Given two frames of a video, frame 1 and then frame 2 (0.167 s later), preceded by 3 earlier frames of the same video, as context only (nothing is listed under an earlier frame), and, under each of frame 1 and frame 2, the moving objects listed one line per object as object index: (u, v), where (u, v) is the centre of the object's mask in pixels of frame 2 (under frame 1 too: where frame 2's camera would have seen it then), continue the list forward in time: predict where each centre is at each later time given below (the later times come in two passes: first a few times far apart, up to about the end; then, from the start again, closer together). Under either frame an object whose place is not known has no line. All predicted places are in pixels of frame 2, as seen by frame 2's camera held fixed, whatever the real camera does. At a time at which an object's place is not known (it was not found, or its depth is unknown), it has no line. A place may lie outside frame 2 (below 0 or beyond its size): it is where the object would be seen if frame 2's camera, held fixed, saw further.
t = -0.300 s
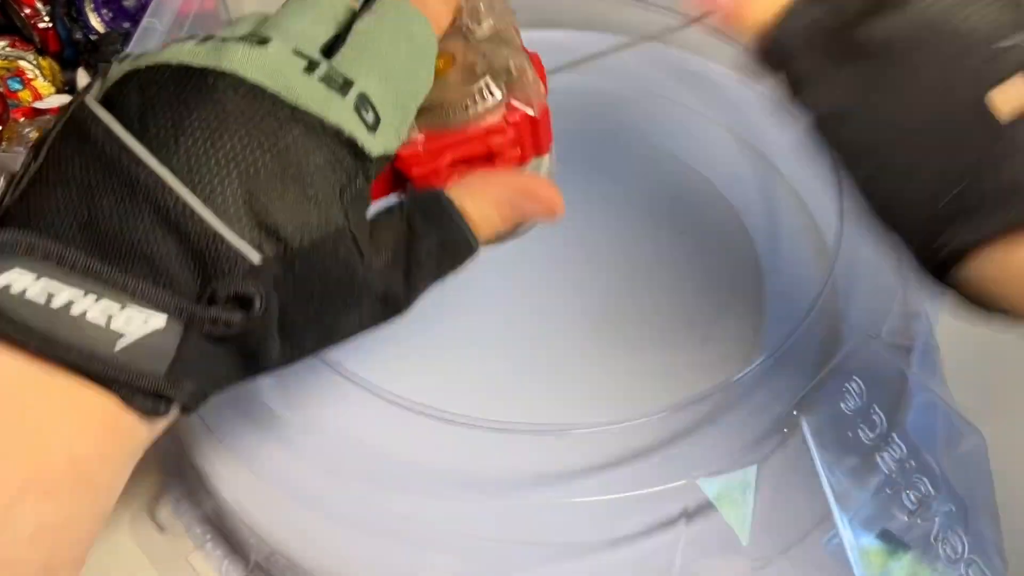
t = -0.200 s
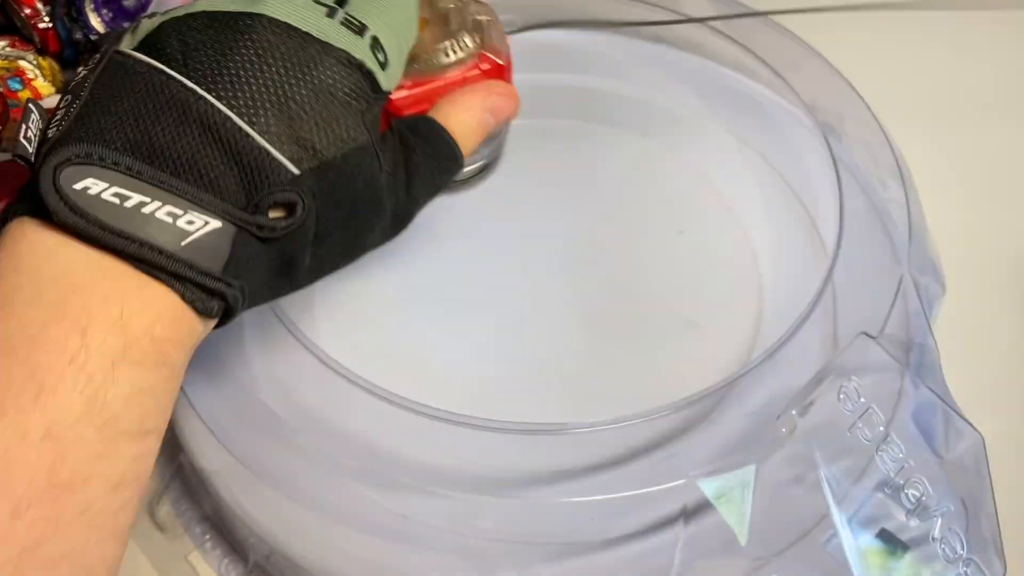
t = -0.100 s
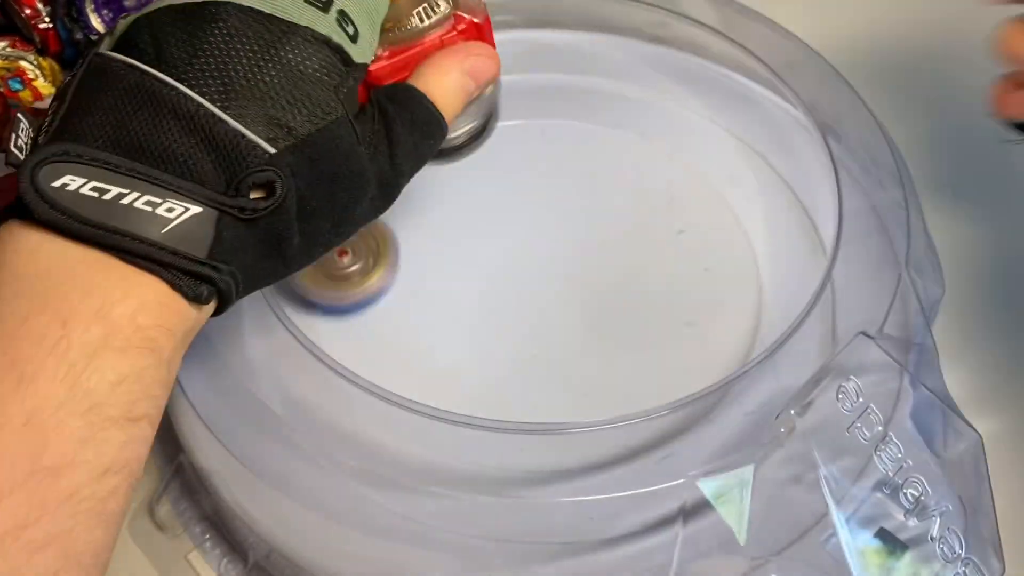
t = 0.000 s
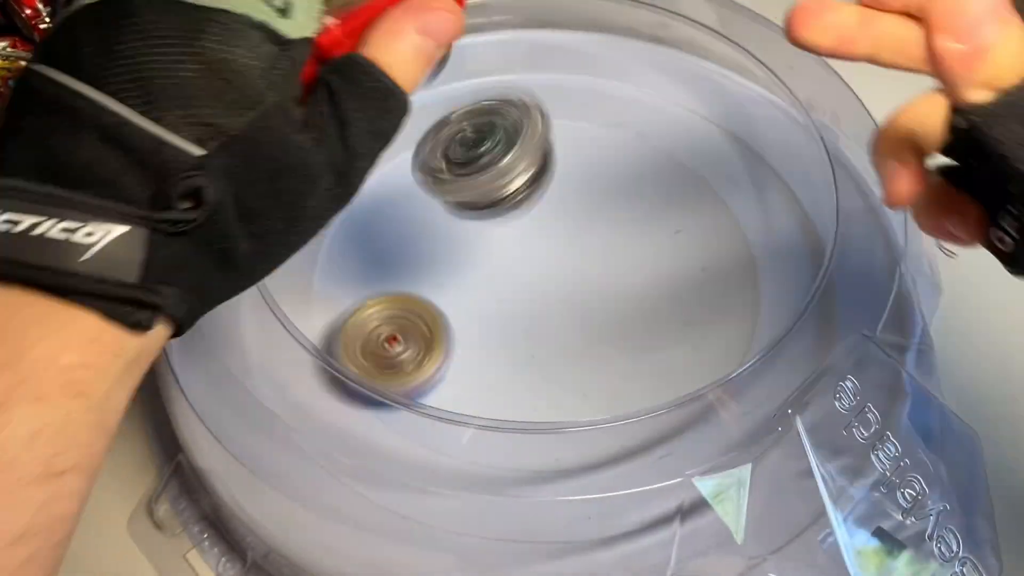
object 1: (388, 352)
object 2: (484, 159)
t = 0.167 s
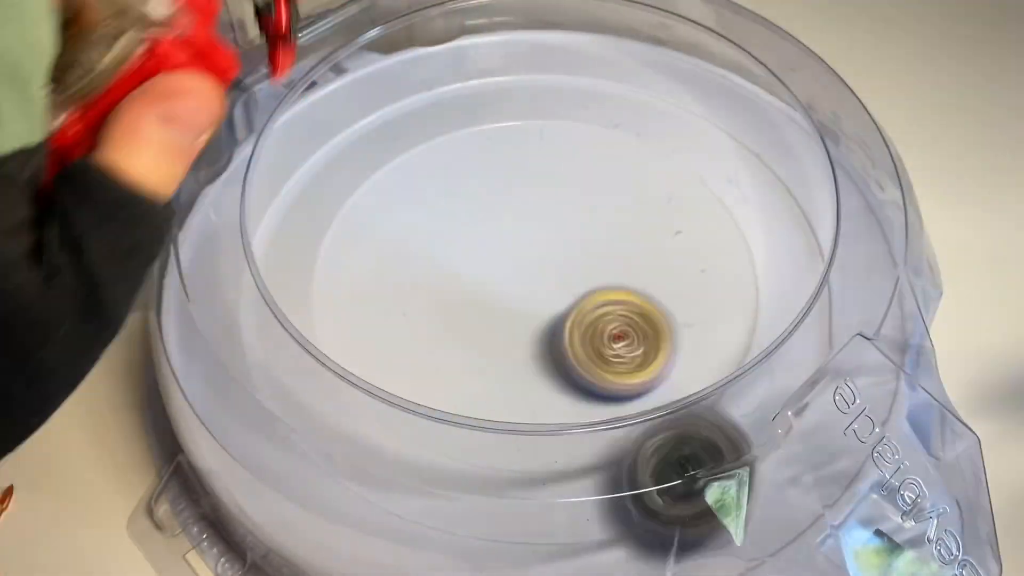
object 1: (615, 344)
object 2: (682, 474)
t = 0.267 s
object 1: (721, 243)
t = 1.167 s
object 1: (794, 139)
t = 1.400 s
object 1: (823, 191)
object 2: (378, 296)
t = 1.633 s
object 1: (778, 235)
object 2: (559, 284)
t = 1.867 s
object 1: (699, 275)
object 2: (607, 197)
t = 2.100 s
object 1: (562, 263)
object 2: (442, 149)
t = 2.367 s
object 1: (443, 343)
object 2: (374, 233)
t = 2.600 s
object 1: (572, 425)
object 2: (579, 282)
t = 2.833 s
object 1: (656, 299)
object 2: (675, 178)
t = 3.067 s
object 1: (435, 206)
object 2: (626, 47)
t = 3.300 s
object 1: (288, 299)
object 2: (576, 117)
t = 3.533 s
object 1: (287, 351)
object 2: (497, 331)
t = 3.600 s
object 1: (291, 351)
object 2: (493, 360)
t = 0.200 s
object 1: (665, 311)
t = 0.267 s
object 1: (721, 243)
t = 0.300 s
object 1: (740, 210)
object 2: (832, 413)
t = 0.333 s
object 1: (752, 179)
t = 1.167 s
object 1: (794, 139)
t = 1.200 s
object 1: (800, 147)
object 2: (362, 266)
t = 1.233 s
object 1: (807, 155)
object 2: (349, 277)
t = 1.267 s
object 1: (811, 163)
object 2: (340, 293)
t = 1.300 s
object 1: (815, 169)
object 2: (342, 287)
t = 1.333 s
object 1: (817, 176)
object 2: (348, 296)
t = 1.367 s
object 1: (821, 185)
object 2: (359, 304)
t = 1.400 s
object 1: (823, 191)
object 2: (378, 296)
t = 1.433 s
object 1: (823, 199)
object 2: (399, 299)
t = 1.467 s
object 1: (822, 206)
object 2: (423, 314)
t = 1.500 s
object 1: (815, 212)
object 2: (450, 307)
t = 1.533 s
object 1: (803, 218)
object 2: (477, 307)
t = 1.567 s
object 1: (791, 222)
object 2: (505, 301)
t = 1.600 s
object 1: (783, 228)
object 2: (534, 291)
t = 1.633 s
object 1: (778, 235)
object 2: (559, 284)
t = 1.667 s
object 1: (772, 243)
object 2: (578, 266)
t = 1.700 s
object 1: (767, 252)
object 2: (597, 261)
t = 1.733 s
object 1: (760, 261)
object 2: (611, 243)
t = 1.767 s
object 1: (749, 268)
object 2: (617, 227)
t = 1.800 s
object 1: (732, 271)
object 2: (623, 223)
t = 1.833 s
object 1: (710, 272)
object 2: (626, 223)
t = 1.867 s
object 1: (699, 275)
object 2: (607, 197)
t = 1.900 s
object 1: (685, 280)
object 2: (581, 183)
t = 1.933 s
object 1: (670, 280)
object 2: (559, 177)
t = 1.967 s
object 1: (653, 276)
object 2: (534, 157)
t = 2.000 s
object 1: (633, 272)
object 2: (510, 151)
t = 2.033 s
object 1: (613, 268)
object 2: (486, 158)
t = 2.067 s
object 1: (588, 265)
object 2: (463, 148)
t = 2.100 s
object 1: (562, 263)
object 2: (442, 149)
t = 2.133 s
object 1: (536, 264)
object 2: (422, 161)
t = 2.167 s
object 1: (511, 268)
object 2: (402, 158)
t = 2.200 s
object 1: (489, 275)
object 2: (386, 163)
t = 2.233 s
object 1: (469, 286)
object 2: (372, 177)
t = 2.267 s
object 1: (455, 297)
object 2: (366, 185)
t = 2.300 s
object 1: (445, 311)
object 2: (362, 198)
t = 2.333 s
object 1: (441, 327)
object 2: (364, 217)
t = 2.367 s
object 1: (443, 343)
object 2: (374, 233)
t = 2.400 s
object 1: (451, 359)
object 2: (389, 247)
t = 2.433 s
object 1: (463, 371)
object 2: (414, 265)
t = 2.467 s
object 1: (476, 387)
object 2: (446, 274)
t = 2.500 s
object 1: (495, 402)
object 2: (482, 285)
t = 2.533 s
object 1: (517, 414)
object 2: (517, 288)
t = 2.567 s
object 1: (543, 422)
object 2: (549, 291)
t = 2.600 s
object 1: (572, 425)
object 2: (579, 282)
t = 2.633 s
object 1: (603, 422)
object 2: (604, 281)
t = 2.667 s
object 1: (631, 409)
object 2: (629, 273)
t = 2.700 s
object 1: (654, 390)
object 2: (647, 262)
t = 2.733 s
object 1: (669, 365)
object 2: (662, 249)
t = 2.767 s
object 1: (676, 339)
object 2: (669, 238)
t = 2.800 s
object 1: (670, 318)
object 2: (674, 207)
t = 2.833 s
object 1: (656, 299)
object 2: (675, 178)
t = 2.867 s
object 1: (635, 279)
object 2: (672, 153)
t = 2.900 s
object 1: (607, 259)
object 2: (661, 124)
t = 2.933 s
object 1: (574, 240)
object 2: (652, 109)
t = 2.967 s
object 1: (539, 224)
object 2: (644, 86)
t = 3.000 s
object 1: (504, 212)
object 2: (637, 74)
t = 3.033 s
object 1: (468, 206)
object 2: (631, 56)
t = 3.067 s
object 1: (435, 206)
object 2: (626, 47)
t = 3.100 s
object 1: (407, 212)
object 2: (620, 38)
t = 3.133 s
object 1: (379, 221)
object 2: (613, 48)
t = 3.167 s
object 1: (353, 234)
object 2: (605, 60)
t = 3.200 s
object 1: (328, 247)
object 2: (596, 76)
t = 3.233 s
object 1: (313, 263)
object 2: (592, 81)
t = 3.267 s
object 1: (301, 282)
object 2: (584, 100)
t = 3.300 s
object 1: (288, 299)
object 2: (576, 117)
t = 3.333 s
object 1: (274, 311)
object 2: (563, 147)
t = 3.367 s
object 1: (260, 320)
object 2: (554, 170)
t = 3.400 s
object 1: (247, 326)
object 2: (543, 206)
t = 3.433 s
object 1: (255, 333)
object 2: (527, 240)
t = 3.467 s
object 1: (271, 339)
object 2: (517, 272)
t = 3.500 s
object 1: (279, 347)
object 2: (505, 309)
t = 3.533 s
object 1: (287, 351)
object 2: (497, 331)
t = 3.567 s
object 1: (290, 353)
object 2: (492, 353)
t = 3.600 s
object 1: (291, 351)
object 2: (493, 360)
